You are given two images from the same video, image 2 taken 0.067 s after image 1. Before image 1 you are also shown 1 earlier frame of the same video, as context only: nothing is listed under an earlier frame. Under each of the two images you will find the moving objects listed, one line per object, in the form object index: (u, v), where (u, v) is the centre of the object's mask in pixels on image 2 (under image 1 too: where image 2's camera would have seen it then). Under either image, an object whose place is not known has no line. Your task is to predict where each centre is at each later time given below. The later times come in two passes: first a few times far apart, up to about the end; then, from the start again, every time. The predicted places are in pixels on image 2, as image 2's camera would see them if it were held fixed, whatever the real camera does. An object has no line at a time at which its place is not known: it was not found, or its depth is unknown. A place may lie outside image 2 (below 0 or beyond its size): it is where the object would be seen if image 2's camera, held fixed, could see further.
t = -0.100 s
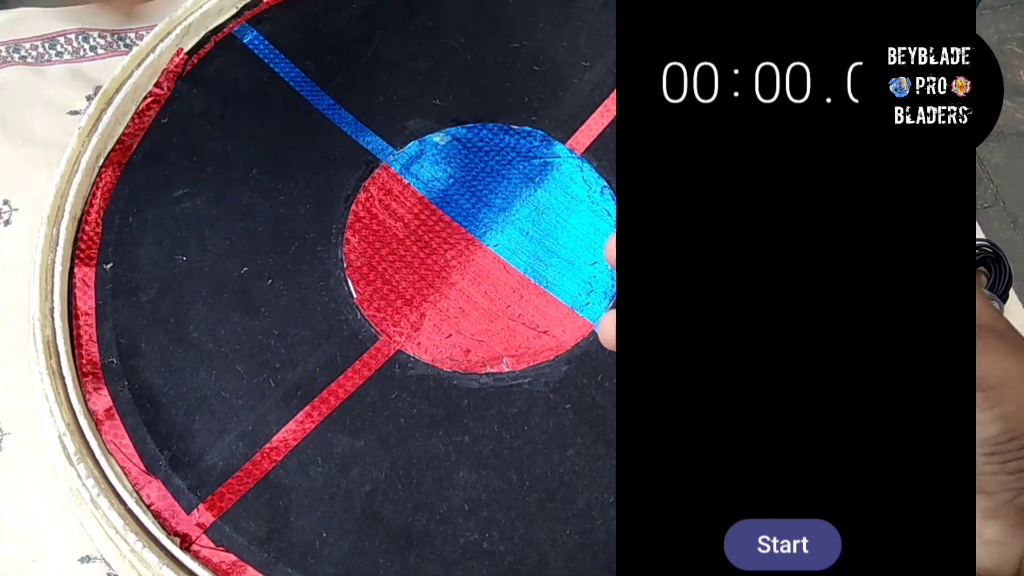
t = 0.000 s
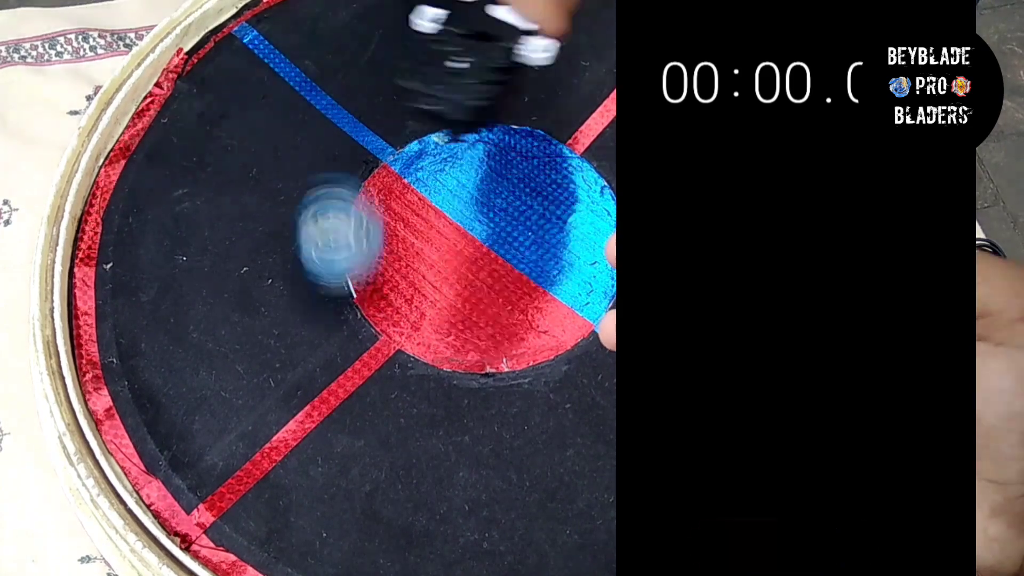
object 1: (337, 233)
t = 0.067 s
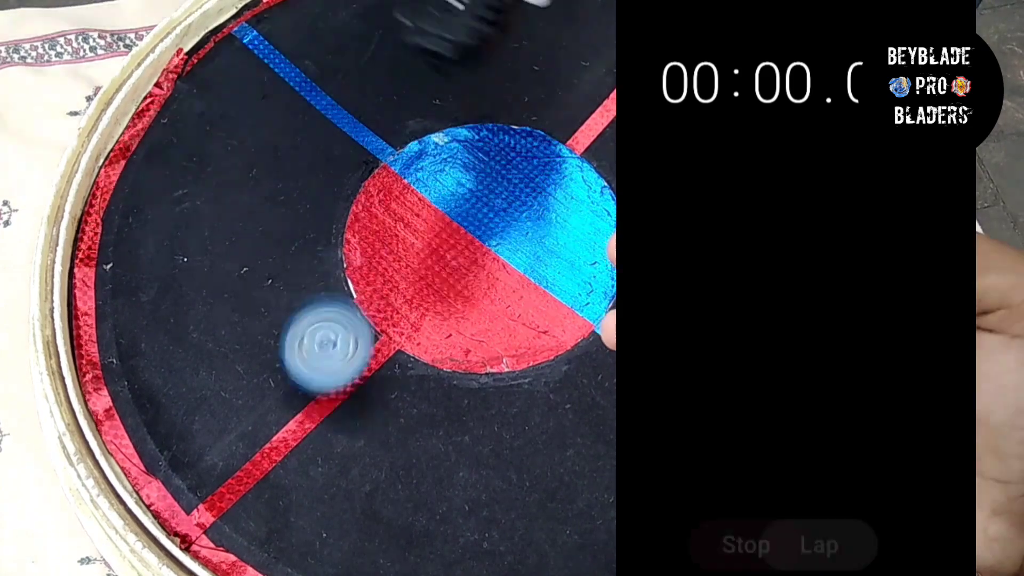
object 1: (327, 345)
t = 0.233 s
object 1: (319, 506)
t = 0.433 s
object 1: (410, 547)
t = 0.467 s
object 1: (431, 550)
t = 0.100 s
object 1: (321, 395)
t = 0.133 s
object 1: (318, 435)
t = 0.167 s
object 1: (316, 464)
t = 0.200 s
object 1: (316, 487)
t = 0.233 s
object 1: (319, 506)
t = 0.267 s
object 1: (329, 518)
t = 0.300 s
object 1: (343, 526)
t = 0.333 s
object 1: (358, 533)
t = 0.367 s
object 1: (374, 540)
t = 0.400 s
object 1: (390, 545)
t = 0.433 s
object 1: (410, 547)
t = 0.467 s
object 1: (431, 550)
